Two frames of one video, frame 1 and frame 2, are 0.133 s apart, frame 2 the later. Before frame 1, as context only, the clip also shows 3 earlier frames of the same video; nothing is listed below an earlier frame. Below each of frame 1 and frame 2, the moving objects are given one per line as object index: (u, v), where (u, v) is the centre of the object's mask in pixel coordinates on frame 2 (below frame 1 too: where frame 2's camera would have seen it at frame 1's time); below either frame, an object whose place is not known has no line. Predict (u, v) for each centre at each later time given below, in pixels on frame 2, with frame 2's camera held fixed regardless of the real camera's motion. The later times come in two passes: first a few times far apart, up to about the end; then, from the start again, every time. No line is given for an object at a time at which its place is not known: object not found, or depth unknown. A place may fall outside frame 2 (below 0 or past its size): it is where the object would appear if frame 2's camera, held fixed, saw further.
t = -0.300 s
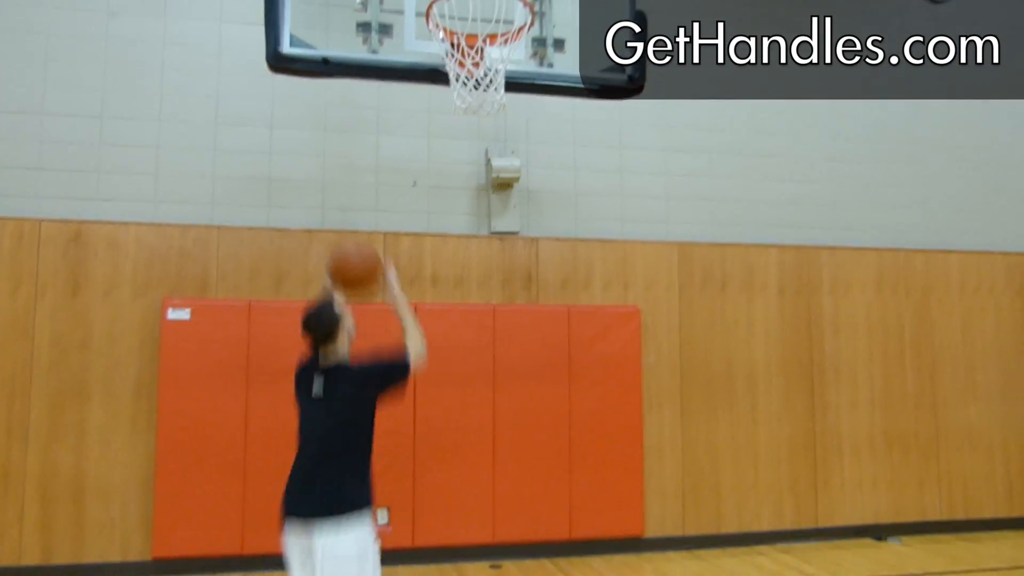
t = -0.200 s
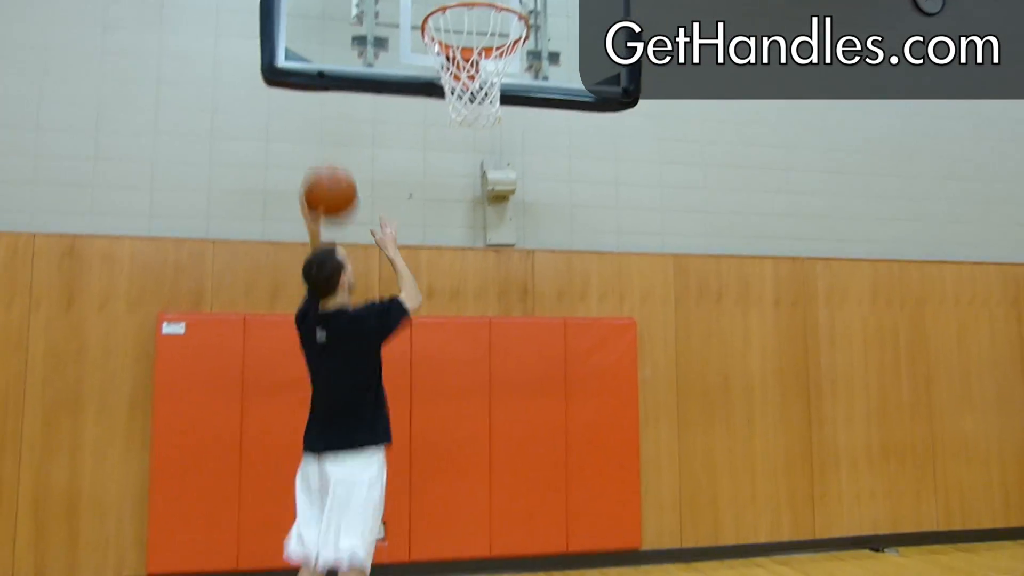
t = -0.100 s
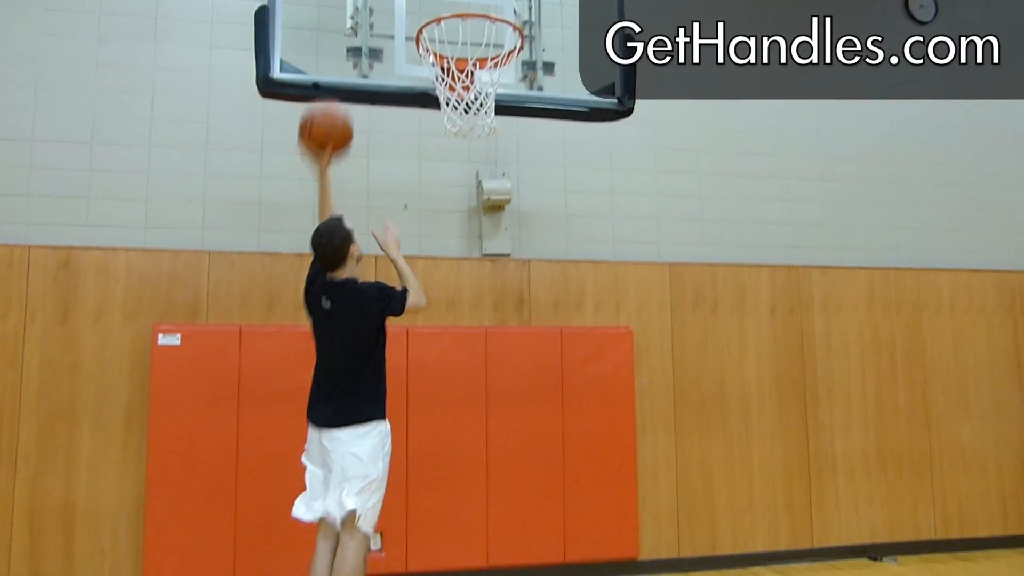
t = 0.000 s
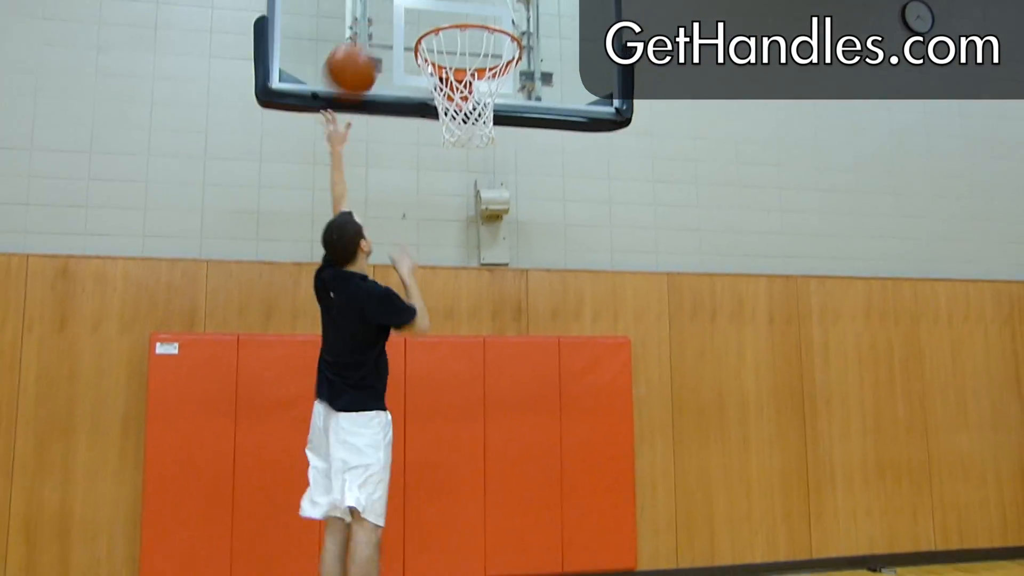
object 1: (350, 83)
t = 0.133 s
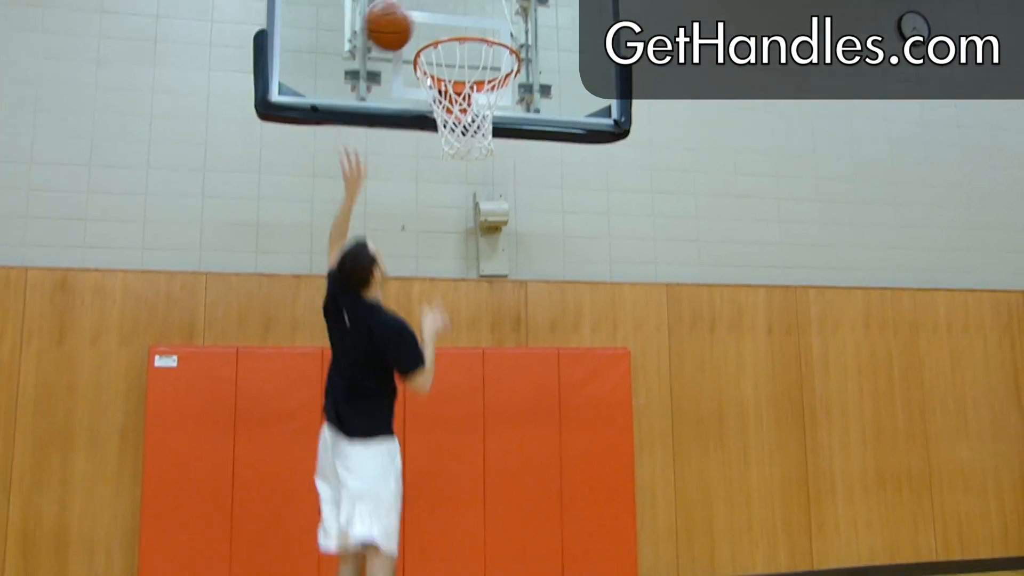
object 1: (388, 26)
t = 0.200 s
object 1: (404, 12)
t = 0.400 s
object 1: (442, 12)
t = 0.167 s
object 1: (397, 19)
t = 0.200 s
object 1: (404, 12)
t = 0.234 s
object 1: (410, 8)
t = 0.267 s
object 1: (417, 5)
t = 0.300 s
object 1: (423, 4)
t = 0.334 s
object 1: (430, 4)
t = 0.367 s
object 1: (436, 7)
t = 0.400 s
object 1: (442, 12)
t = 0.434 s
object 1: (449, 18)
